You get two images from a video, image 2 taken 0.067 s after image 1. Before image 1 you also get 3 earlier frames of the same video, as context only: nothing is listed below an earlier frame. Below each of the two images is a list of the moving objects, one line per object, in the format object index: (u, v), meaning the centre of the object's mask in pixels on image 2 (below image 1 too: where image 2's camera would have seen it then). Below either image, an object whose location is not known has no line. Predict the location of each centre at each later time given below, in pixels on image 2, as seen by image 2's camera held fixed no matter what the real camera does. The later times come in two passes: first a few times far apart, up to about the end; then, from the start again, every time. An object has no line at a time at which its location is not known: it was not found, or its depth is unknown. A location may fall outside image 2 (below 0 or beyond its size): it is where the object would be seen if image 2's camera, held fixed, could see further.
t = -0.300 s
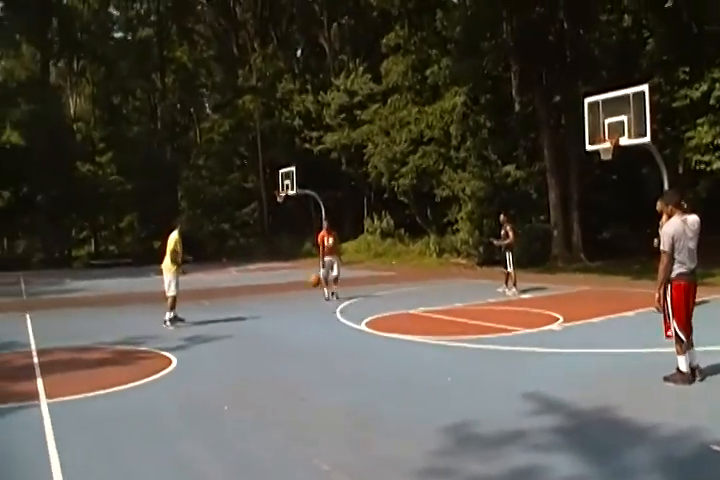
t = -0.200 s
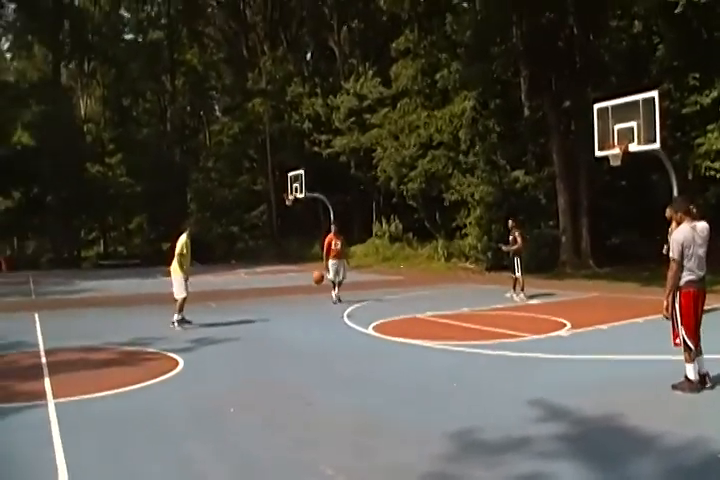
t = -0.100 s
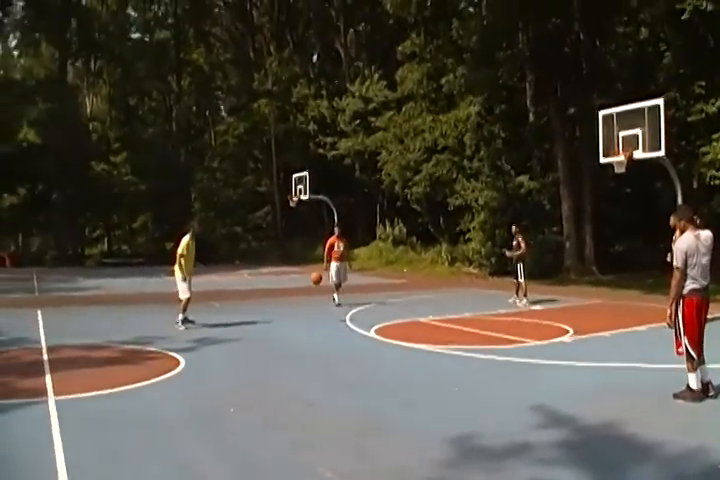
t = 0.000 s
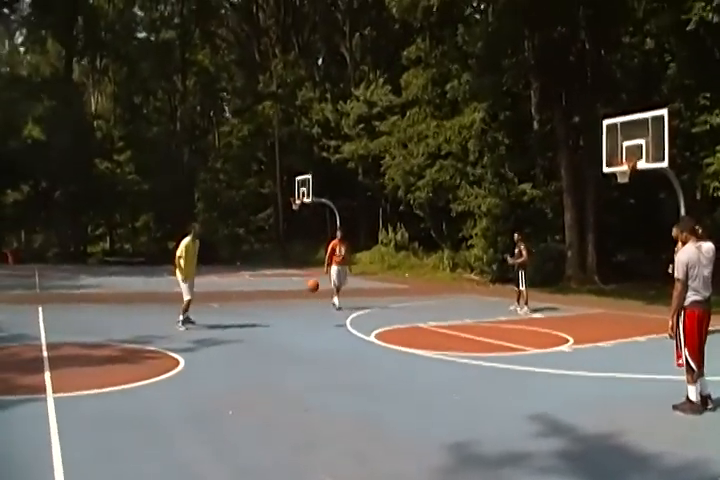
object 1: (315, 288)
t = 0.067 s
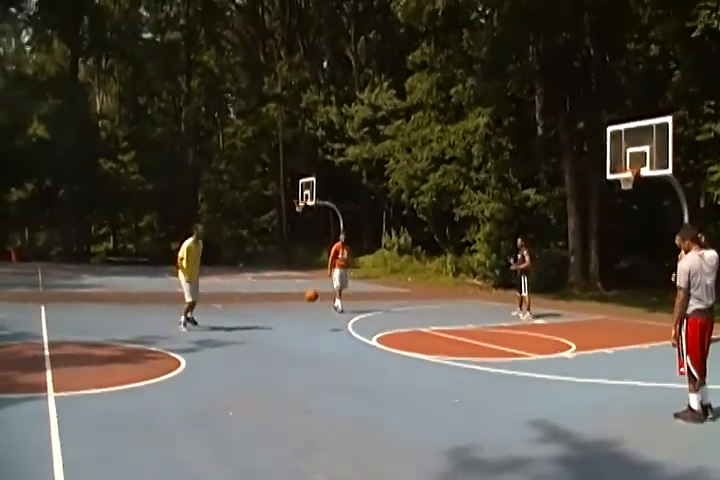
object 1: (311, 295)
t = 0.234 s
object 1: (304, 321)
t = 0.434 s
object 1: (293, 305)
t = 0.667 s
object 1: (282, 304)
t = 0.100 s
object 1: (310, 299)
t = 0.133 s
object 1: (309, 304)
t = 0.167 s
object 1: (307, 309)
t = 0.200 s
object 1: (305, 315)
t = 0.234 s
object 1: (304, 321)
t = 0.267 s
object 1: (303, 325)
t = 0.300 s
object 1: (300, 319)
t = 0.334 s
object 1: (298, 315)
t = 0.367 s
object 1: (297, 310)
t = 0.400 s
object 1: (296, 308)
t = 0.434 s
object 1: (293, 305)
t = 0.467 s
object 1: (292, 303)
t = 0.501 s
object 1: (290, 302)
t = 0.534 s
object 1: (289, 301)
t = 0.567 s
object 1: (287, 301)
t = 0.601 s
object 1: (286, 301)
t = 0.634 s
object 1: (284, 303)
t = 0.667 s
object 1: (282, 304)
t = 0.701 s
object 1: (280, 308)
